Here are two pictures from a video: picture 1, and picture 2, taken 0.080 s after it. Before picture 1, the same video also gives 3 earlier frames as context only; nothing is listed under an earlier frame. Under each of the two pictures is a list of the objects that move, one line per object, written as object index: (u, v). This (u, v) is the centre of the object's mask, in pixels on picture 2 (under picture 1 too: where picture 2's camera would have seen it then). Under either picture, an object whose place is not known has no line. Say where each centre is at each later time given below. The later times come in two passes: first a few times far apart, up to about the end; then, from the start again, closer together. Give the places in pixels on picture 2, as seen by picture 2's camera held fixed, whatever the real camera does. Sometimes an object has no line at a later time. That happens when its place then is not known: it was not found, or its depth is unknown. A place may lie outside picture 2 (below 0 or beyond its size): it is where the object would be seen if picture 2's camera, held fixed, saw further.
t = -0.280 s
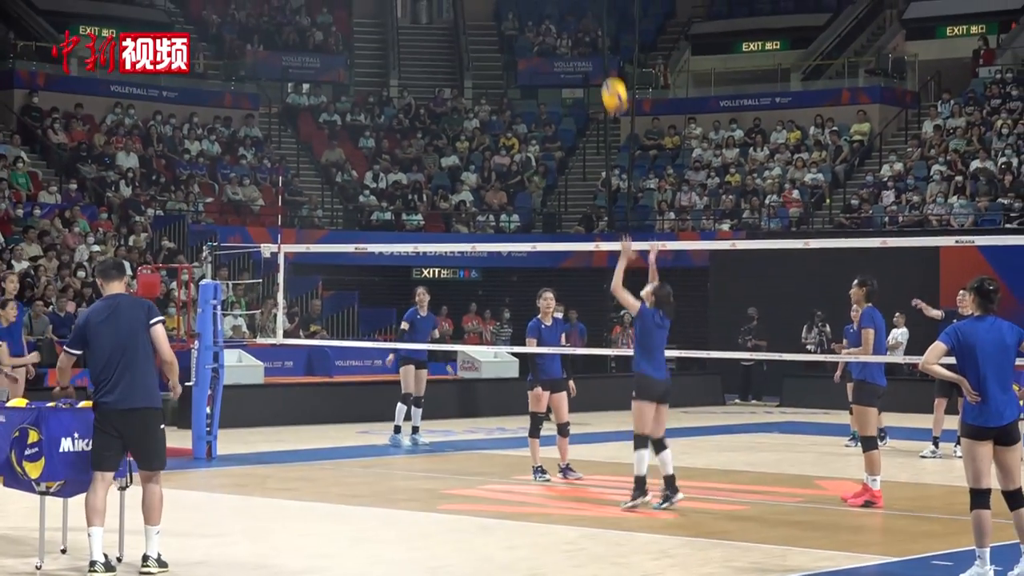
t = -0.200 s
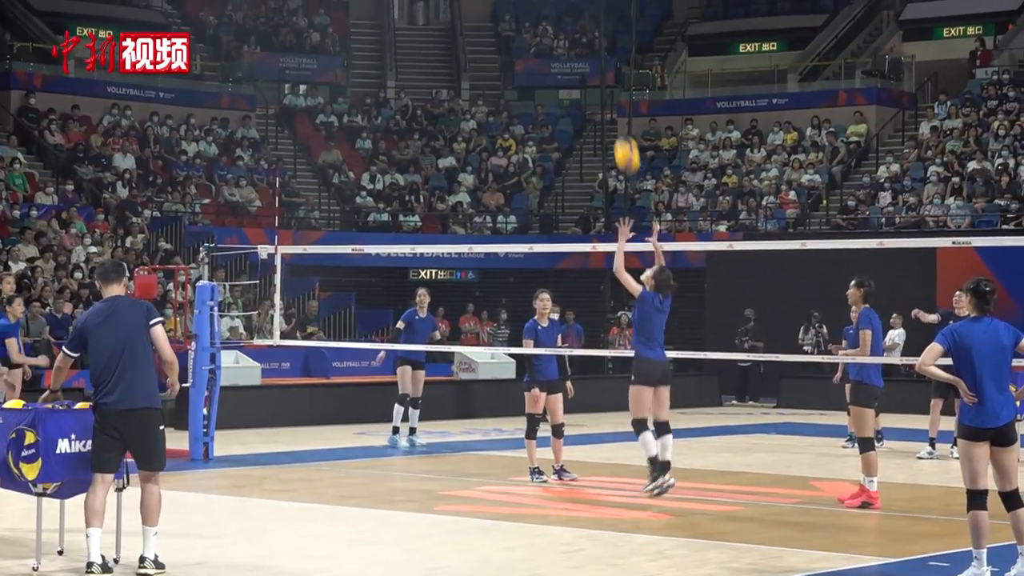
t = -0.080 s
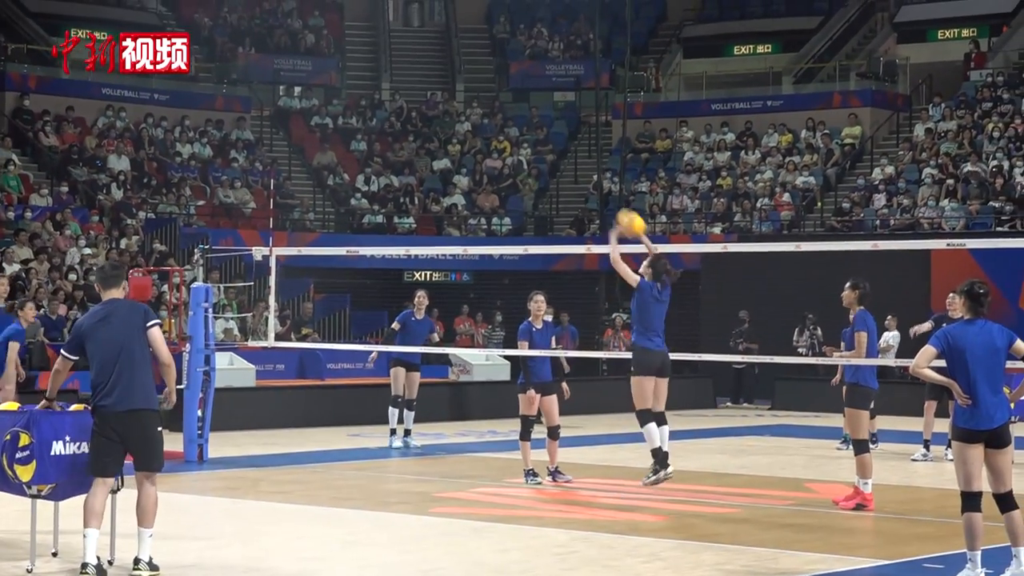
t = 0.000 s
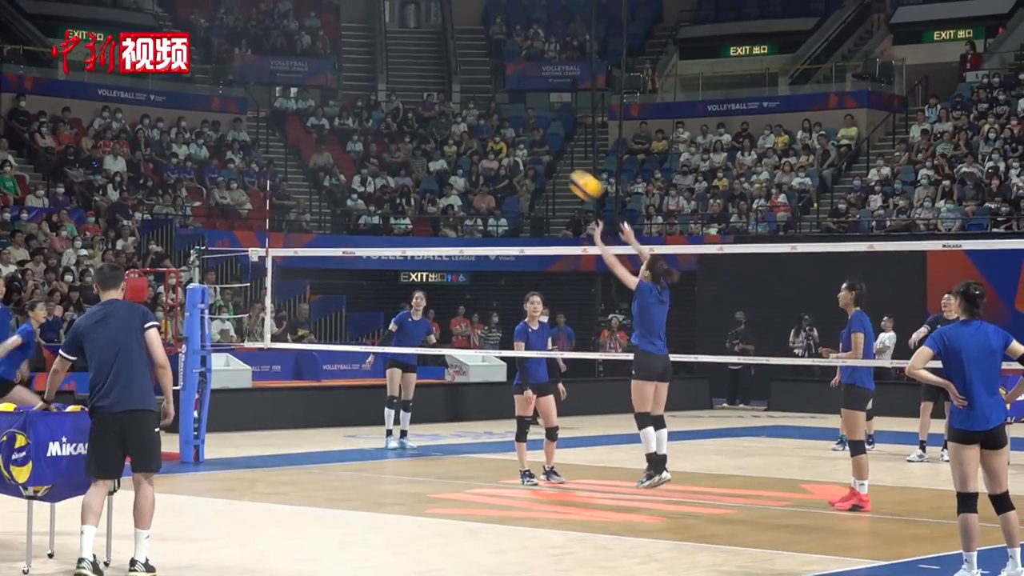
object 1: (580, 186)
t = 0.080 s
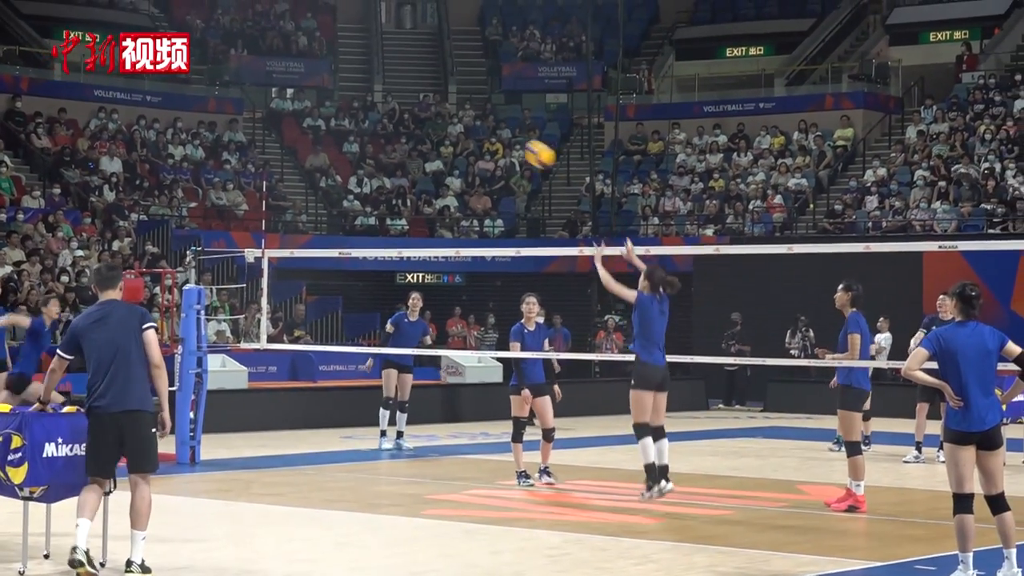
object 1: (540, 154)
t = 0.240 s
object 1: (461, 116)
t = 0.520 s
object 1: (341, 121)
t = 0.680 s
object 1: (283, 156)
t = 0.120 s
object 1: (518, 141)
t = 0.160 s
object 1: (499, 131)
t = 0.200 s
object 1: (480, 123)
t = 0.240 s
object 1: (461, 116)
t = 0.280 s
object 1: (443, 112)
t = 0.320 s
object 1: (425, 109)
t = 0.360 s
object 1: (408, 107)
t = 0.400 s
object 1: (391, 108)
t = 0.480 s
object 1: (358, 115)
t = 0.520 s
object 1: (341, 121)
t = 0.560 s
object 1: (326, 128)
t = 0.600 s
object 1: (311, 136)
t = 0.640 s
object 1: (296, 146)
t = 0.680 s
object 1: (283, 156)
